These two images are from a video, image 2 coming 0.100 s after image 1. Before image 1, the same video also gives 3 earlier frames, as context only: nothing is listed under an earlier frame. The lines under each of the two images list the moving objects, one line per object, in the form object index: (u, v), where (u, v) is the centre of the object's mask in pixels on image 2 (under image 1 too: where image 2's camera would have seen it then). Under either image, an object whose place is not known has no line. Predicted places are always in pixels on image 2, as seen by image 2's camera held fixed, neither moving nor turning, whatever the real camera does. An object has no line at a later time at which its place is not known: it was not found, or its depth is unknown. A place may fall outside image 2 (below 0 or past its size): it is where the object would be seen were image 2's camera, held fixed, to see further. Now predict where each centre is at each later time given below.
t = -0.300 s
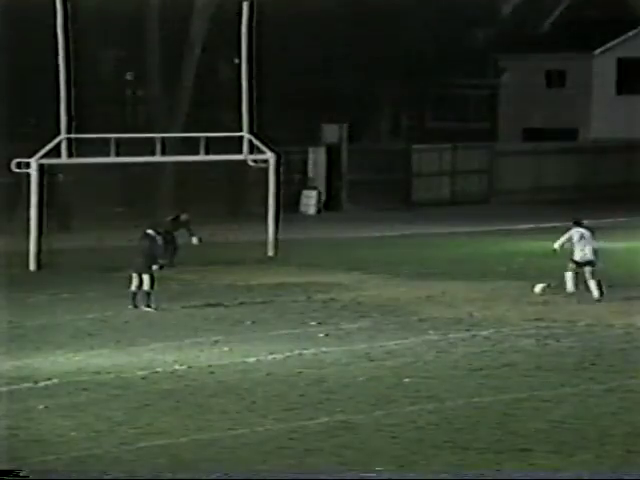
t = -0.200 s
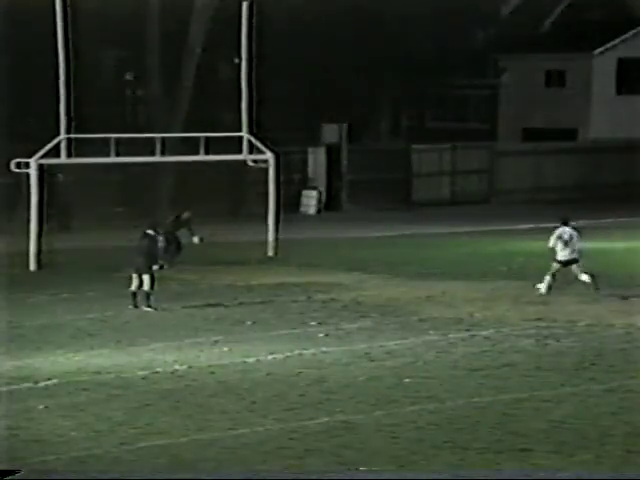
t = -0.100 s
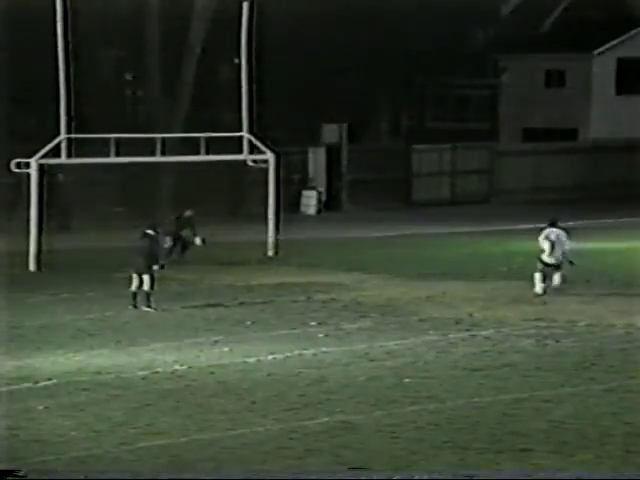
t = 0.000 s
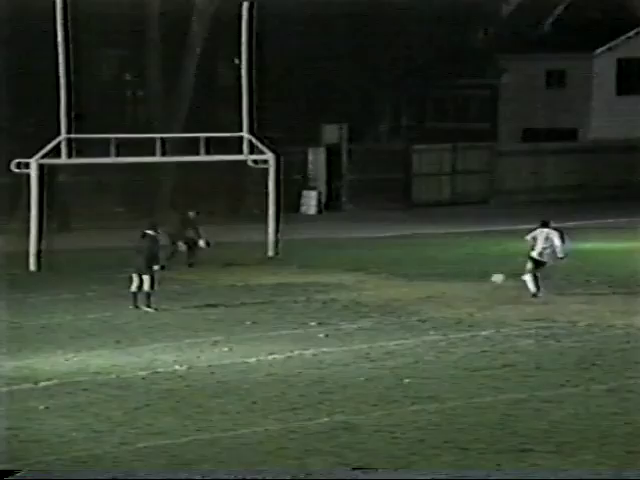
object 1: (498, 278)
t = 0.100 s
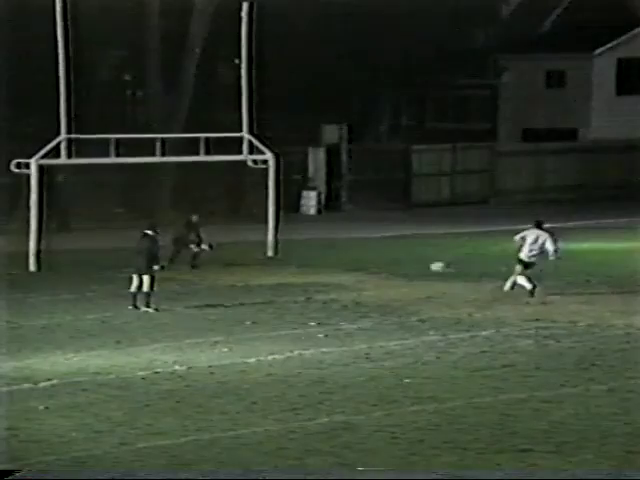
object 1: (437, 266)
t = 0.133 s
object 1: (417, 263)
